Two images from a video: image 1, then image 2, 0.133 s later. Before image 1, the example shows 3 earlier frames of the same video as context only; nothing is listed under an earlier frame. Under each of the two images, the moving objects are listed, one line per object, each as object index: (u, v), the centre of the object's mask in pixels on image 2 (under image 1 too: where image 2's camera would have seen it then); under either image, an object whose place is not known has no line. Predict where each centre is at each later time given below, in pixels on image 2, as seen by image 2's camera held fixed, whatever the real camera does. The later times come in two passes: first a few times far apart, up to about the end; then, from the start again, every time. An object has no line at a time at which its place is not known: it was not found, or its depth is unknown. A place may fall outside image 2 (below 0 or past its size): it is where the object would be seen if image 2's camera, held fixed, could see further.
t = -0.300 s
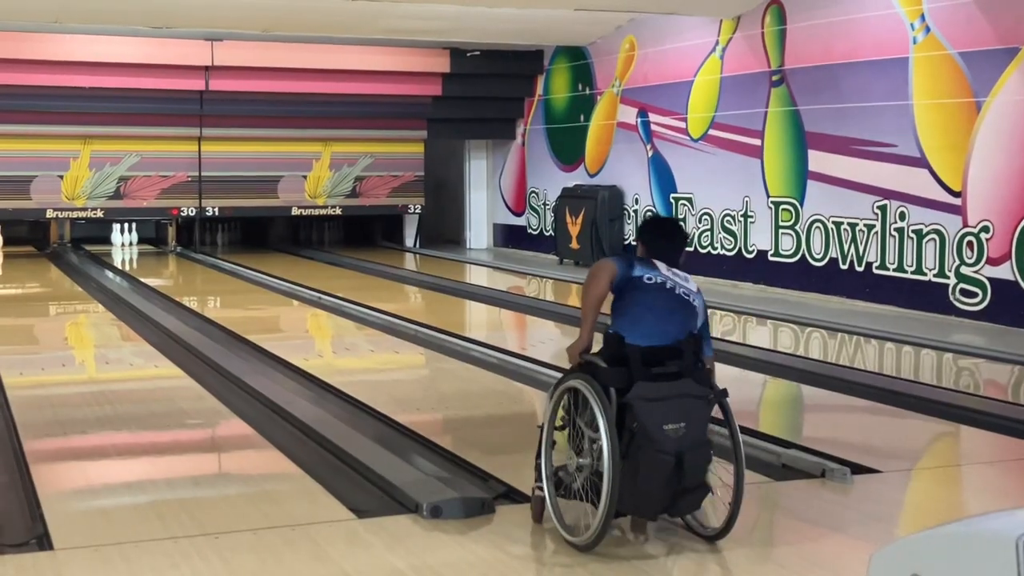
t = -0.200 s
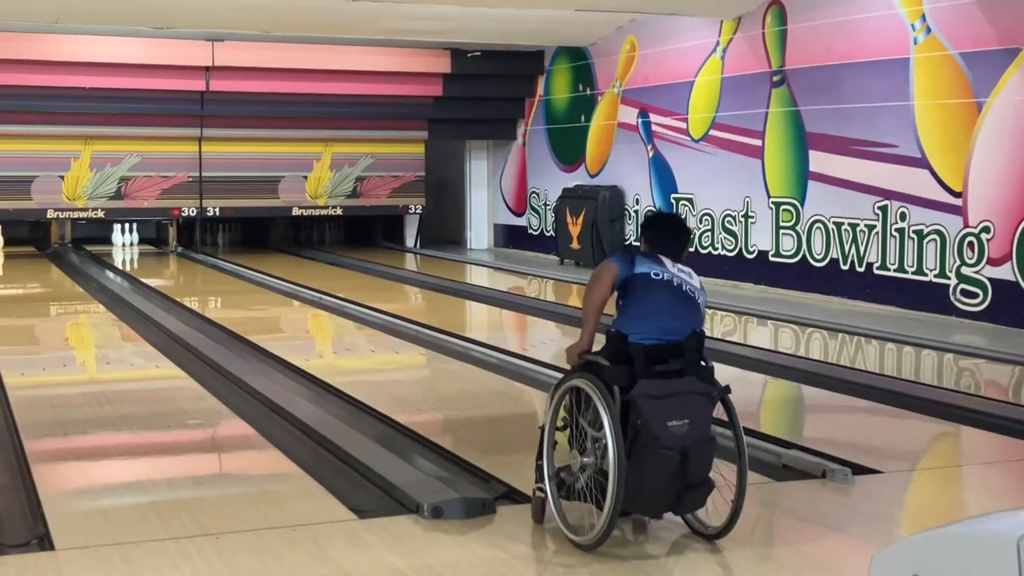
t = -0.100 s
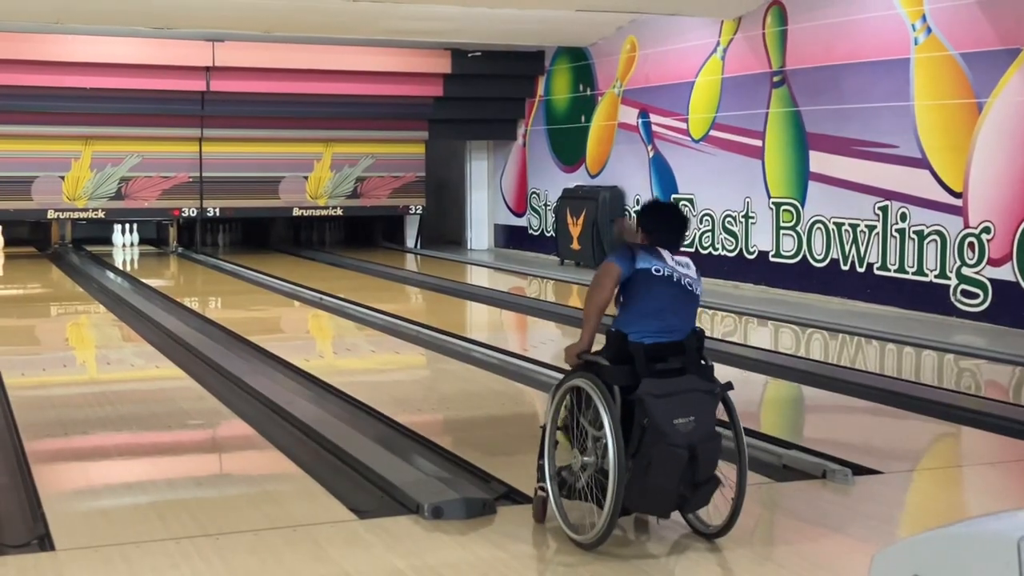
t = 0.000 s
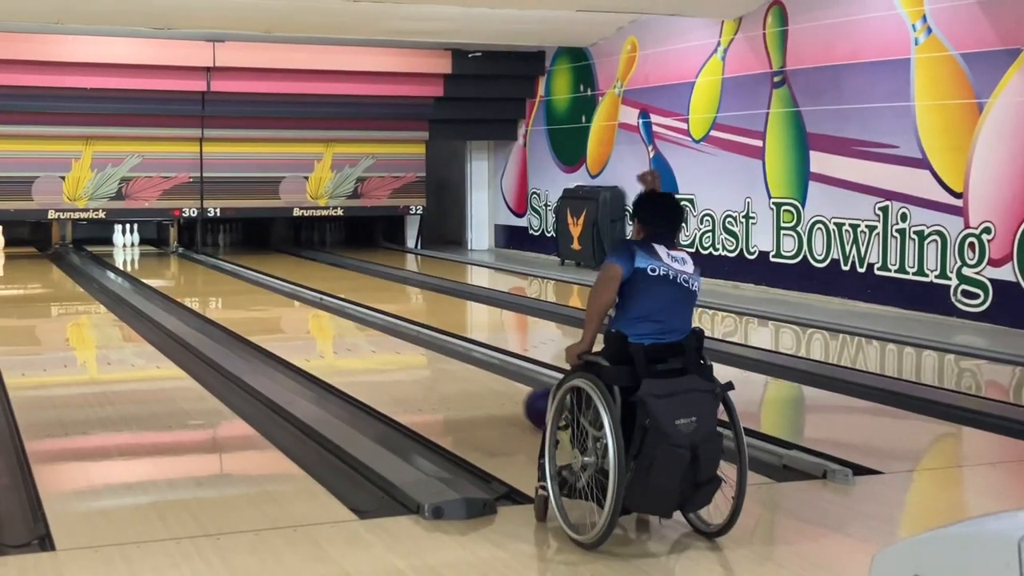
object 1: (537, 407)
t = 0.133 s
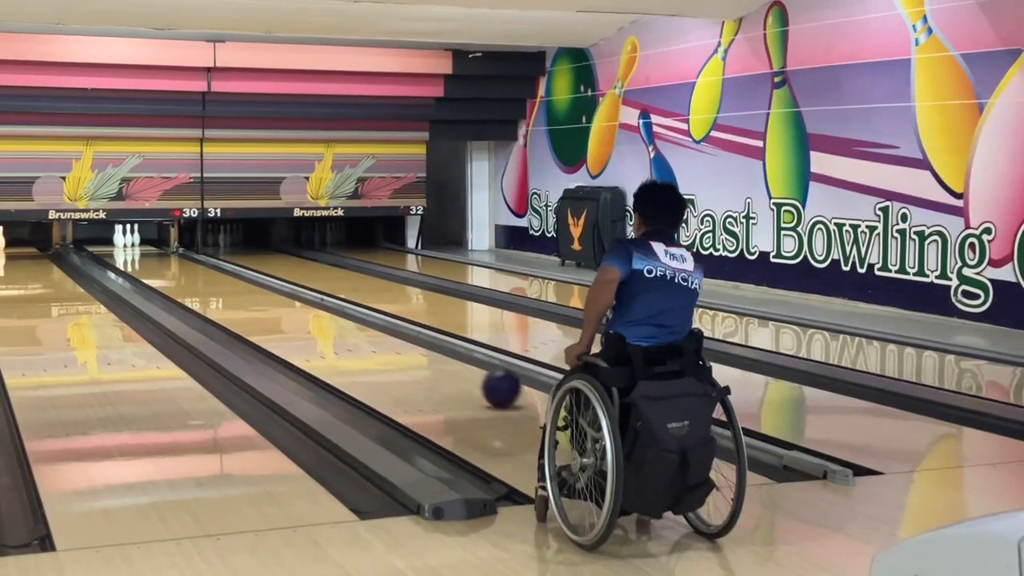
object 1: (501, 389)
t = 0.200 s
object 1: (482, 379)
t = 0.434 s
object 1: (425, 354)
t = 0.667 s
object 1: (379, 335)
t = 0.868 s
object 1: (348, 320)
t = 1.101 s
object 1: (317, 307)
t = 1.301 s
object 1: (294, 297)
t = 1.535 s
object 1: (271, 288)
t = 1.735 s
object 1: (253, 281)
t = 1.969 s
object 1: (234, 275)
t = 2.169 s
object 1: (218, 269)
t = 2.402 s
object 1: (201, 264)
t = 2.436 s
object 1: (198, 263)
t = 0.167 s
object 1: (491, 384)
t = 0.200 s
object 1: (482, 379)
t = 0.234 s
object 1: (473, 375)
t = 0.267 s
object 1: (464, 372)
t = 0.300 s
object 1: (456, 367)
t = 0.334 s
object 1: (447, 364)
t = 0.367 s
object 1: (440, 361)
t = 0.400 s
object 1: (432, 358)
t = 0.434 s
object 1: (425, 354)
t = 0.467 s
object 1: (418, 351)
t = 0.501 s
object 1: (411, 348)
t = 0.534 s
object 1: (404, 345)
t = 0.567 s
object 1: (398, 343)
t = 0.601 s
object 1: (391, 340)
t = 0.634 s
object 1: (386, 337)
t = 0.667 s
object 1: (379, 335)
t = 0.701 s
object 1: (375, 332)
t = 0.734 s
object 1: (369, 329)
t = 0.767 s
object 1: (363, 327)
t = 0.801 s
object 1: (358, 325)
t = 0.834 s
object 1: (353, 323)
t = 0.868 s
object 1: (348, 320)
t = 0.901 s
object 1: (343, 318)
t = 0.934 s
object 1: (339, 316)
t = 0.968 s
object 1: (335, 315)
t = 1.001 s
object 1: (330, 313)
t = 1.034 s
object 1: (325, 311)
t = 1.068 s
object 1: (321, 309)
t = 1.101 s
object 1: (317, 307)
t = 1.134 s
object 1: (313, 306)
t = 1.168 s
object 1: (309, 304)
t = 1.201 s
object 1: (305, 302)
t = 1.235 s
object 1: (301, 301)
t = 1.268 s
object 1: (297, 299)
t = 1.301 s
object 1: (294, 297)
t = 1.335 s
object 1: (290, 296)
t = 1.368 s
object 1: (287, 295)
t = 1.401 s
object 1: (284, 293)
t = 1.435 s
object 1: (280, 292)
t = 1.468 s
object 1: (277, 291)
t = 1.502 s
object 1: (274, 289)
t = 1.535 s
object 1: (271, 288)
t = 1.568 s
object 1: (268, 287)
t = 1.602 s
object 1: (265, 286)
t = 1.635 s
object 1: (261, 284)
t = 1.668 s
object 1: (259, 283)
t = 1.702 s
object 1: (256, 282)
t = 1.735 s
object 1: (253, 281)
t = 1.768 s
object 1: (250, 280)
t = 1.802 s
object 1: (247, 279)
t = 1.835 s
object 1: (244, 278)
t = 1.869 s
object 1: (241, 277)
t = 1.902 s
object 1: (239, 276)
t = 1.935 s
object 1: (236, 275)
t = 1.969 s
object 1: (234, 275)
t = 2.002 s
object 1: (231, 274)
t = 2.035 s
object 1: (228, 273)
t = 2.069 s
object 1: (225, 272)
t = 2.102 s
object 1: (223, 272)
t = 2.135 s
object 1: (220, 271)
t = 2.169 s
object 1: (218, 269)
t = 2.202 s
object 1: (215, 269)
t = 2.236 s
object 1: (212, 268)
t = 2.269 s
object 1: (210, 267)
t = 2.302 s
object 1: (208, 267)
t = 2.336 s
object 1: (206, 266)
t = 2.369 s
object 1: (203, 265)
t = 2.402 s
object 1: (201, 264)
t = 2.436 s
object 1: (198, 263)
